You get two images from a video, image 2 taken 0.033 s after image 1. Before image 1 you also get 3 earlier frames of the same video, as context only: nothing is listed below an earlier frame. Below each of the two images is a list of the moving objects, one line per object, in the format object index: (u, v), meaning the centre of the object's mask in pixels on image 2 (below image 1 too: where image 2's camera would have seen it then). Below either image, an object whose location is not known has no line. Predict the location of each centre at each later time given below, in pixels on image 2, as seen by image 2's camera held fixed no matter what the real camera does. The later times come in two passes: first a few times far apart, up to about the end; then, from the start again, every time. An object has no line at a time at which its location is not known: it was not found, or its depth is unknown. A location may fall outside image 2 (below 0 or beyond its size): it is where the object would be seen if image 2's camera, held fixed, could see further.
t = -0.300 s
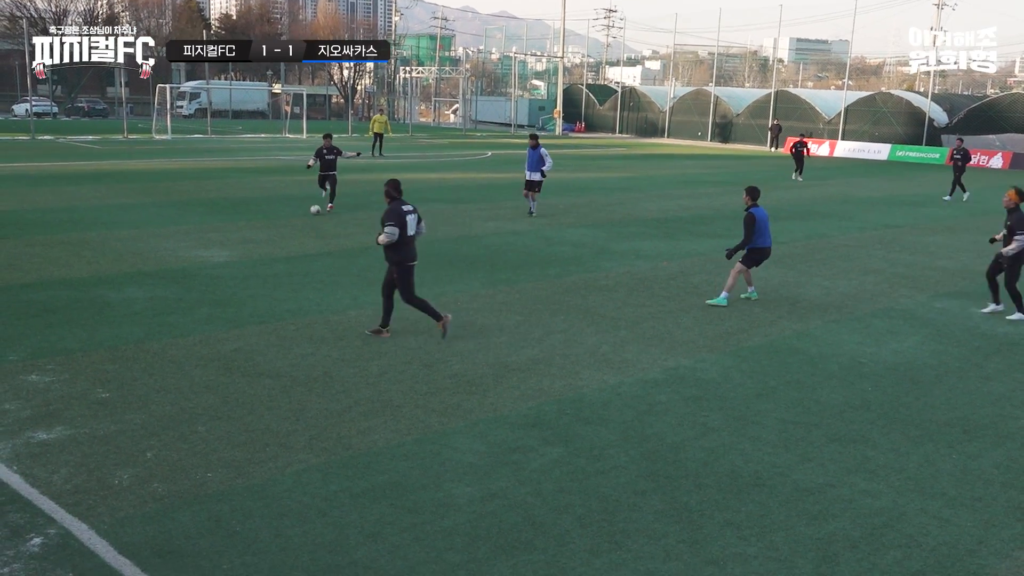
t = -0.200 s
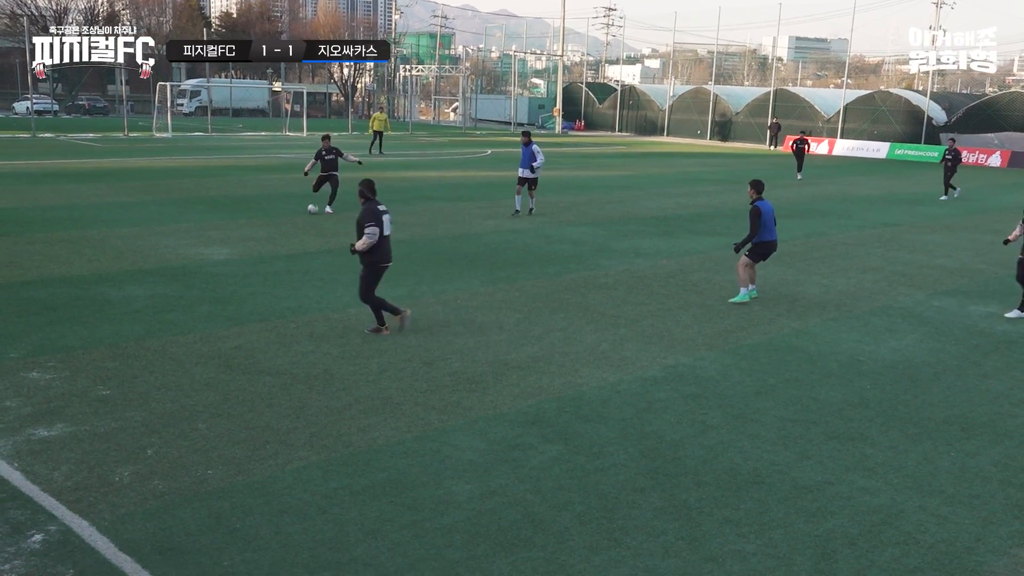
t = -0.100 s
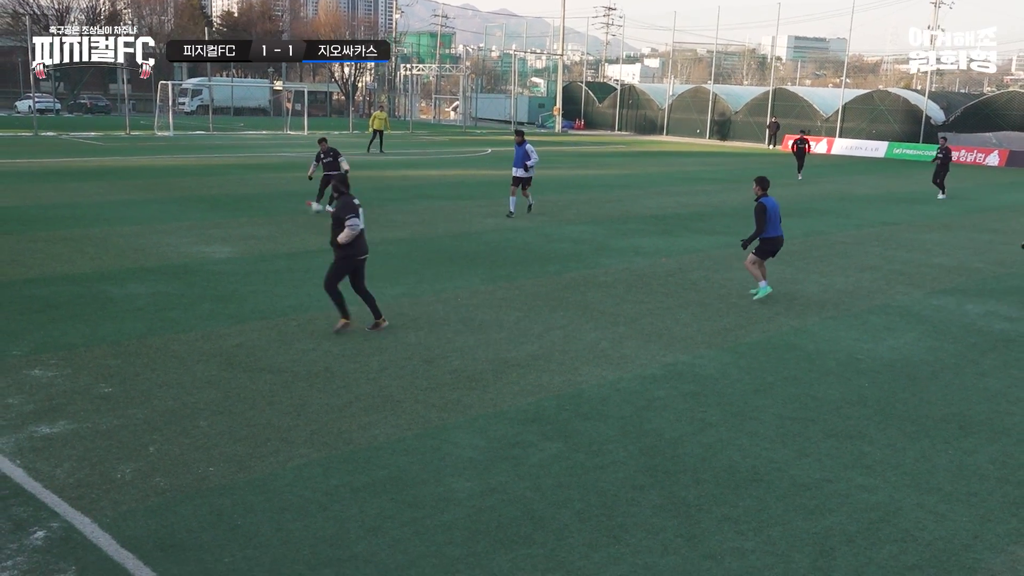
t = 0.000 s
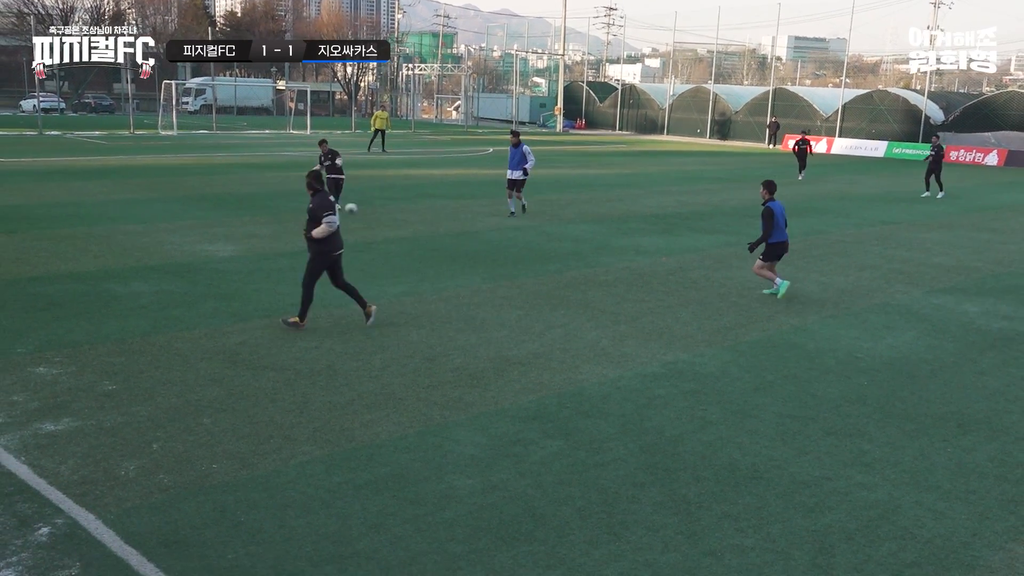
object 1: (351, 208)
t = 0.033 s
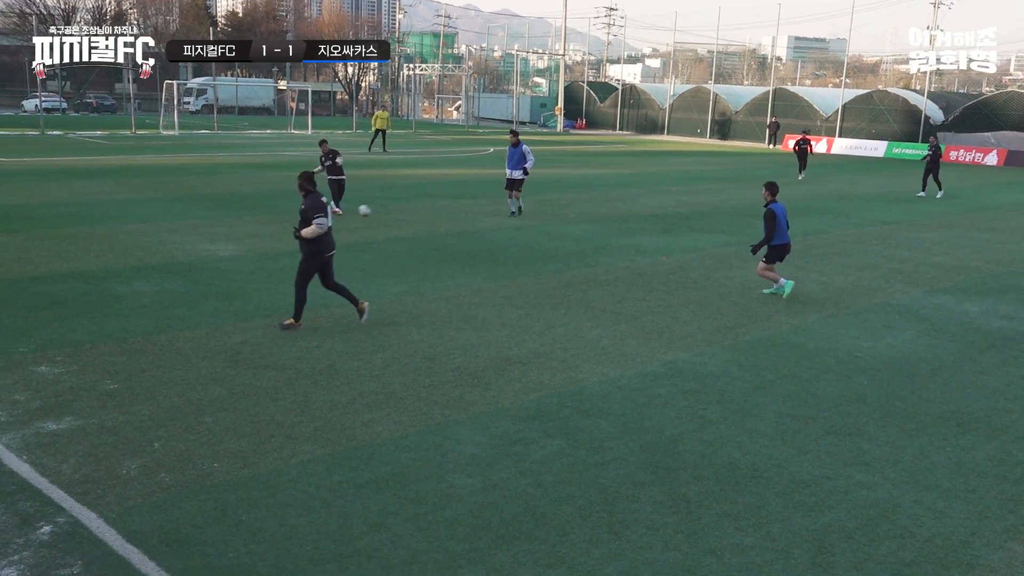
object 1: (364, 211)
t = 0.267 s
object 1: (479, 259)
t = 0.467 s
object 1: (614, 287)
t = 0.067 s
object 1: (378, 213)
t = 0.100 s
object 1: (392, 218)
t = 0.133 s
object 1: (407, 223)
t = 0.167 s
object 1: (423, 230)
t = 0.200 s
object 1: (441, 238)
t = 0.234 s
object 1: (459, 247)
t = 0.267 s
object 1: (479, 259)
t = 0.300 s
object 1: (500, 272)
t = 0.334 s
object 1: (522, 279)
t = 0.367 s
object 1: (543, 279)
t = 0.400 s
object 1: (566, 281)
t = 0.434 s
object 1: (589, 283)
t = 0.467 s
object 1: (614, 287)
